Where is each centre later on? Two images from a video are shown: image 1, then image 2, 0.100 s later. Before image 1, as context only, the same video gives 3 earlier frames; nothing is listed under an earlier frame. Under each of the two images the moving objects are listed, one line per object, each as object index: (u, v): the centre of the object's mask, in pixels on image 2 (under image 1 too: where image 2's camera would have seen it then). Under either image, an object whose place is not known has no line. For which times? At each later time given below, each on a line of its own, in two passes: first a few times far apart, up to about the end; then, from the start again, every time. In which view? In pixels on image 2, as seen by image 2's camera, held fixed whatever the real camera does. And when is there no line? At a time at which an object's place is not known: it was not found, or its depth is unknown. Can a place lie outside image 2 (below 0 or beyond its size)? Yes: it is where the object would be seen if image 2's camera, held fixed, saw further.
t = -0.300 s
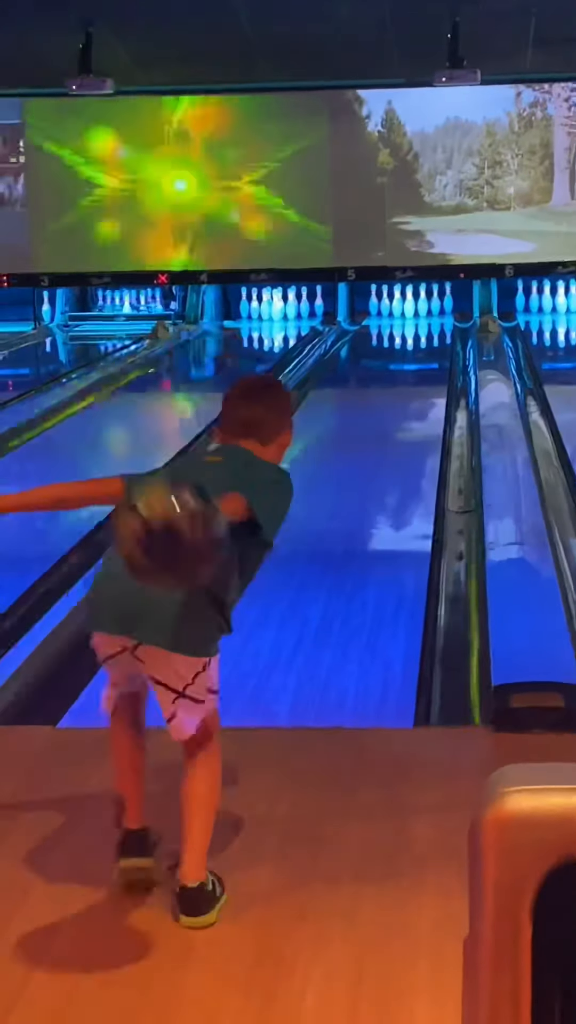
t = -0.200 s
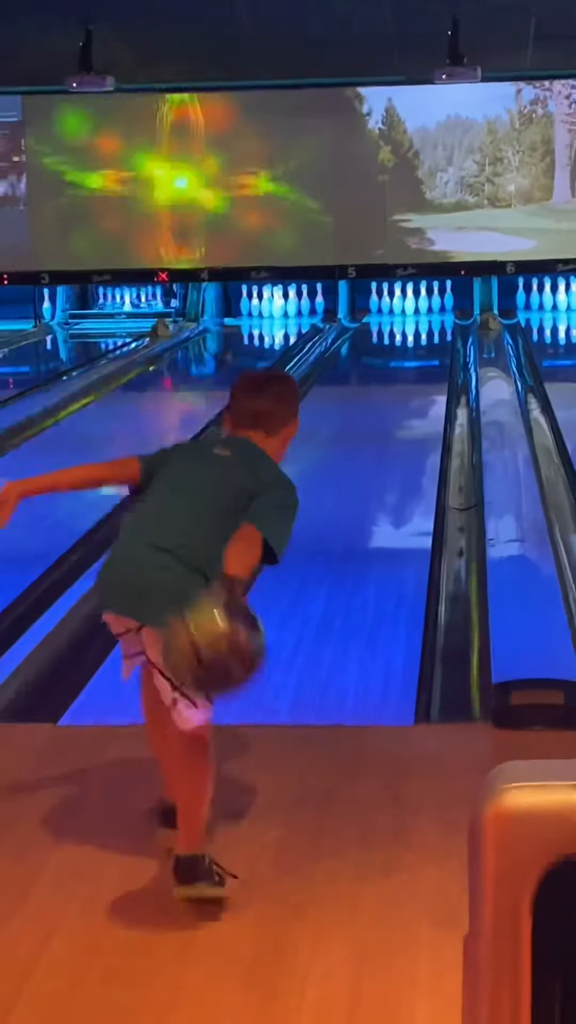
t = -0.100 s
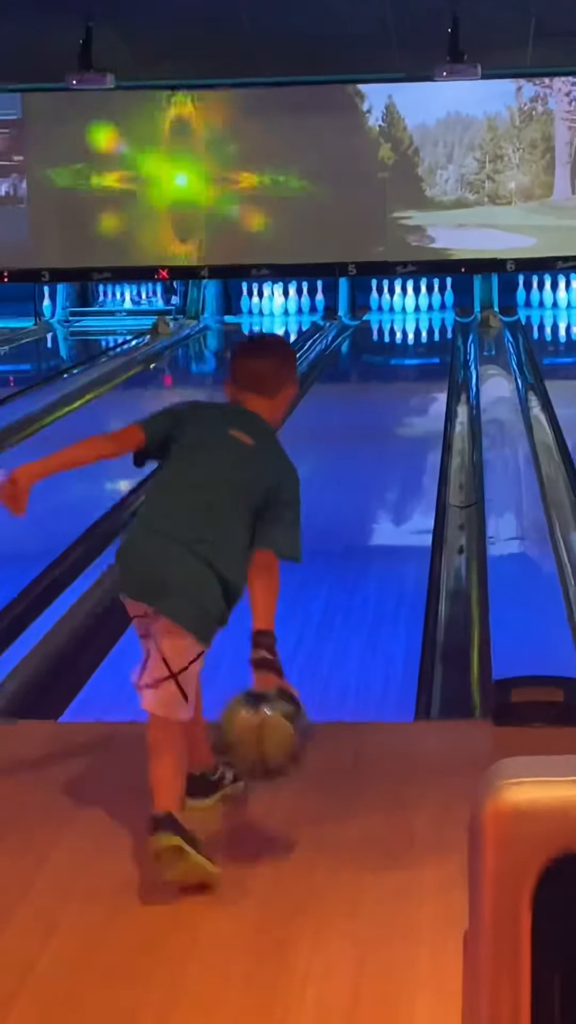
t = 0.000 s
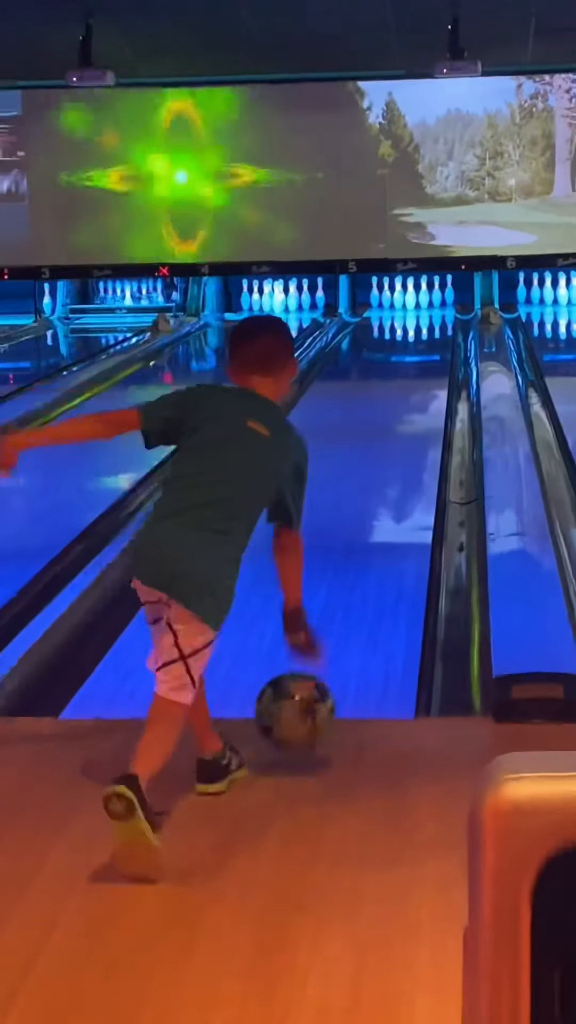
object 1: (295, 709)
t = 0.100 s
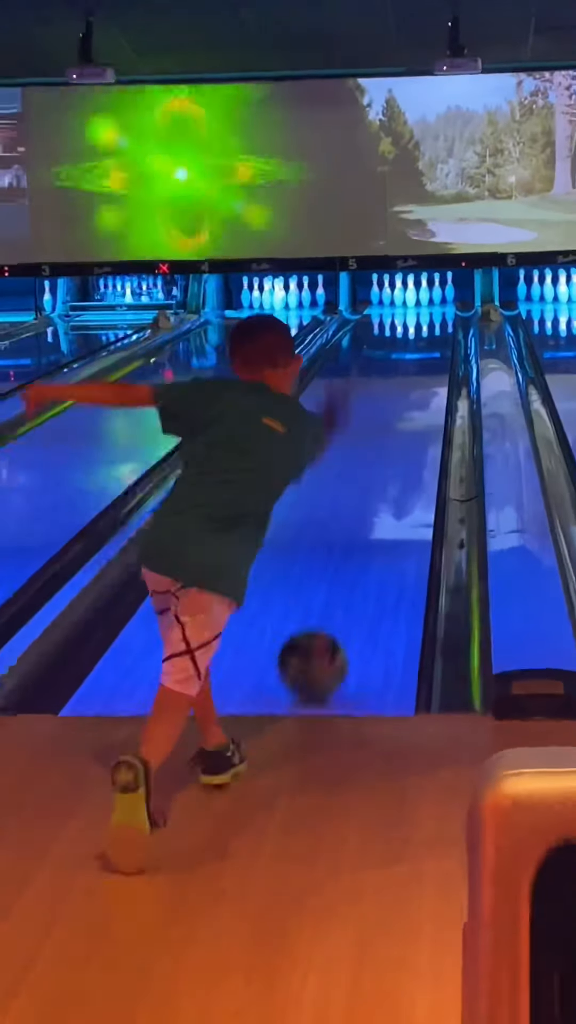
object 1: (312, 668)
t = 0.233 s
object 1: (328, 602)
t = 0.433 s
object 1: (345, 529)
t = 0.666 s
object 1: (360, 471)
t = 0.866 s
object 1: (373, 436)
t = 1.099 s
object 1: (374, 406)
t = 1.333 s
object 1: (379, 381)
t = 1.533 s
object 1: (383, 366)
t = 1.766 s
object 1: (386, 347)
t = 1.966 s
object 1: (388, 339)
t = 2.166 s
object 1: (389, 329)
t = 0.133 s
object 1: (316, 652)
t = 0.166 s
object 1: (321, 635)
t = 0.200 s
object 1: (325, 618)
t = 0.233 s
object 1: (328, 602)
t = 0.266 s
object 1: (332, 588)
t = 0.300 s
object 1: (335, 576)
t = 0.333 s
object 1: (338, 562)
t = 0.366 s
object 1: (341, 550)
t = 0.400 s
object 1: (344, 539)
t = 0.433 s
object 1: (345, 529)
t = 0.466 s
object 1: (347, 519)
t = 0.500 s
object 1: (350, 509)
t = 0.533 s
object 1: (352, 502)
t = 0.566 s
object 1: (353, 493)
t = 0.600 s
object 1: (355, 486)
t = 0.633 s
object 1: (358, 478)
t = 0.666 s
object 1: (360, 471)
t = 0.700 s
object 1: (363, 465)
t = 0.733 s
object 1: (366, 459)
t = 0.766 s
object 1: (368, 454)
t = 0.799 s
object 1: (371, 446)
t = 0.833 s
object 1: (373, 441)
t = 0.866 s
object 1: (373, 436)
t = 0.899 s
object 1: (374, 431)
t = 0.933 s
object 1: (374, 427)
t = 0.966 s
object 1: (375, 422)
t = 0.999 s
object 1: (375, 418)
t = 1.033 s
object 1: (374, 413)
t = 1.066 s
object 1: (375, 409)
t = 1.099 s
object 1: (374, 406)
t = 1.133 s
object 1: (374, 402)
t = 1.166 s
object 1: (376, 398)
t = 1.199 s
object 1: (376, 394)
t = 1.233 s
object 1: (377, 390)
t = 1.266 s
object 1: (378, 388)
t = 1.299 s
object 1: (378, 383)
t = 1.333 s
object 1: (379, 381)
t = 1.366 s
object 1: (380, 378)
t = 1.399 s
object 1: (380, 375)
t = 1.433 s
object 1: (381, 372)
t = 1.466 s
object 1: (382, 370)
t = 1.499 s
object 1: (383, 369)
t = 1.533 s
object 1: (383, 366)
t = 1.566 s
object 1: (384, 363)
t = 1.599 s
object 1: (384, 360)
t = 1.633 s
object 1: (385, 355)
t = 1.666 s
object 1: (384, 355)
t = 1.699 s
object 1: (385, 354)
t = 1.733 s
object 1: (386, 350)
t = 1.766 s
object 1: (386, 347)
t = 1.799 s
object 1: (386, 345)
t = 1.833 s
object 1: (386, 345)
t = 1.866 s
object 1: (387, 342)
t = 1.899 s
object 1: (386, 340)
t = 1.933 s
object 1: (387, 340)
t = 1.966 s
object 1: (388, 339)
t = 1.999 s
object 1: (388, 337)
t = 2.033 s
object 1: (389, 334)
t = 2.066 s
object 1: (389, 336)
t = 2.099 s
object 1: (389, 337)
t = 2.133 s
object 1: (389, 332)
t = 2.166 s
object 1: (389, 329)
